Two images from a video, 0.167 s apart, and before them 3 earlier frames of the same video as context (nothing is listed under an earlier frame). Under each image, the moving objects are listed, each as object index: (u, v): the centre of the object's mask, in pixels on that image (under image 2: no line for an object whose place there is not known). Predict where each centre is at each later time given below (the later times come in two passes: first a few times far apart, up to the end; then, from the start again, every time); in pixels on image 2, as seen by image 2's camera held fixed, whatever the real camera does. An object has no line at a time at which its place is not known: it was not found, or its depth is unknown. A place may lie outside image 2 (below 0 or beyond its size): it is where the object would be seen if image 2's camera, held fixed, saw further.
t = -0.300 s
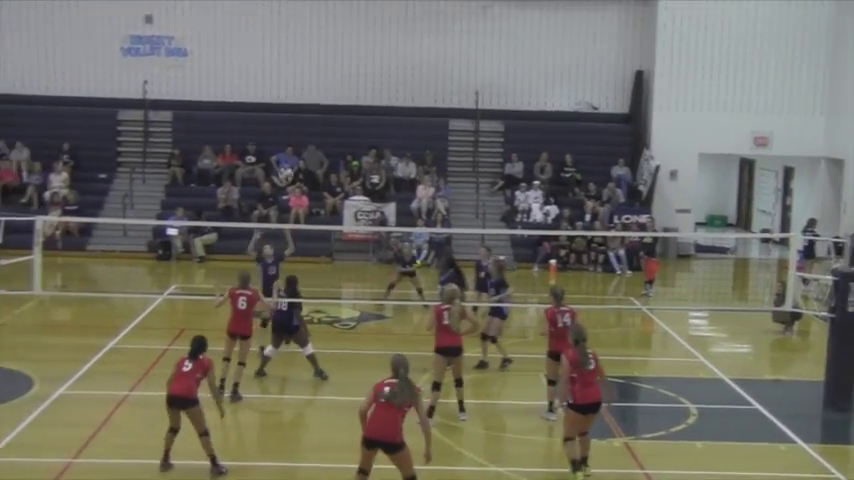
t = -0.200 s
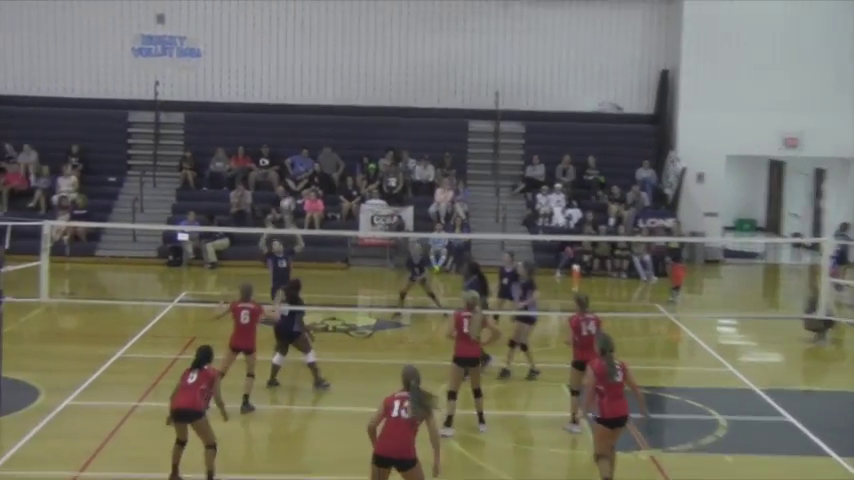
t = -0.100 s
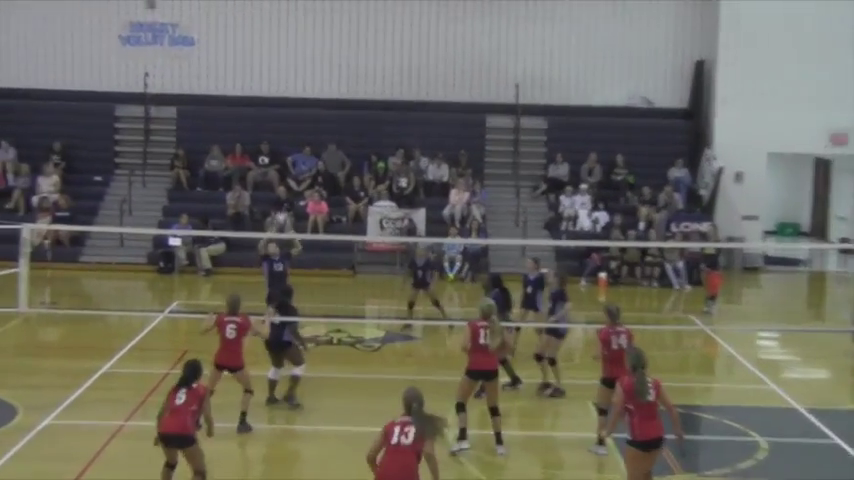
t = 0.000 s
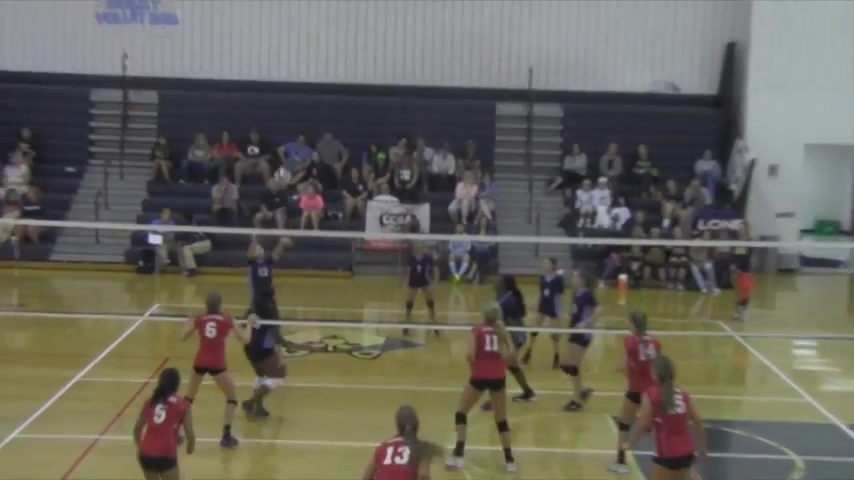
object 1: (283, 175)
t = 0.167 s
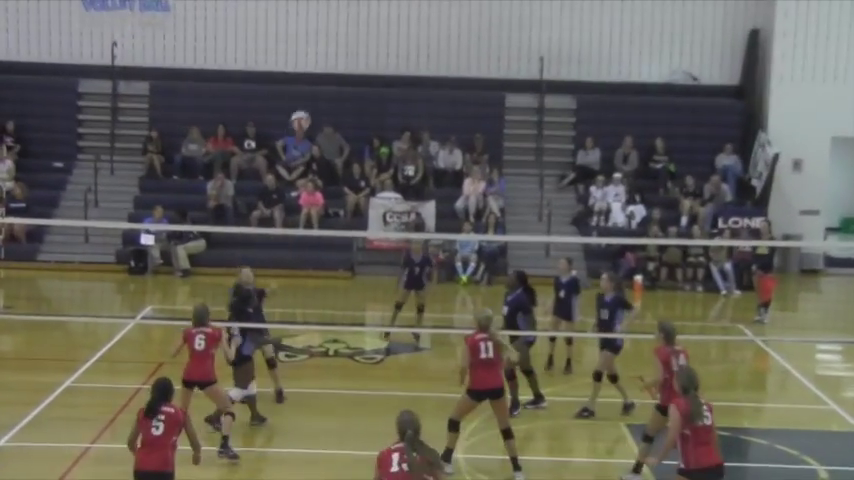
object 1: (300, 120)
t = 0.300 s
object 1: (316, 93)
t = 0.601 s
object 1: (353, 96)
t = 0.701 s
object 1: (367, 118)
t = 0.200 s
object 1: (304, 112)
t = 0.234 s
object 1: (308, 105)
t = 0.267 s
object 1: (312, 99)
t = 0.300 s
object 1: (316, 93)
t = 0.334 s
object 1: (320, 89)
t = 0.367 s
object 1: (324, 87)
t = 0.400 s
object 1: (329, 84)
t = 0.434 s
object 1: (333, 84)
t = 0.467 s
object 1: (336, 84)
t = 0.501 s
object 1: (341, 85)
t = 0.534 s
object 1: (345, 87)
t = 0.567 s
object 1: (349, 91)
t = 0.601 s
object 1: (353, 96)
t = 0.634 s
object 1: (358, 102)
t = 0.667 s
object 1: (362, 109)
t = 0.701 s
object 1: (367, 118)
